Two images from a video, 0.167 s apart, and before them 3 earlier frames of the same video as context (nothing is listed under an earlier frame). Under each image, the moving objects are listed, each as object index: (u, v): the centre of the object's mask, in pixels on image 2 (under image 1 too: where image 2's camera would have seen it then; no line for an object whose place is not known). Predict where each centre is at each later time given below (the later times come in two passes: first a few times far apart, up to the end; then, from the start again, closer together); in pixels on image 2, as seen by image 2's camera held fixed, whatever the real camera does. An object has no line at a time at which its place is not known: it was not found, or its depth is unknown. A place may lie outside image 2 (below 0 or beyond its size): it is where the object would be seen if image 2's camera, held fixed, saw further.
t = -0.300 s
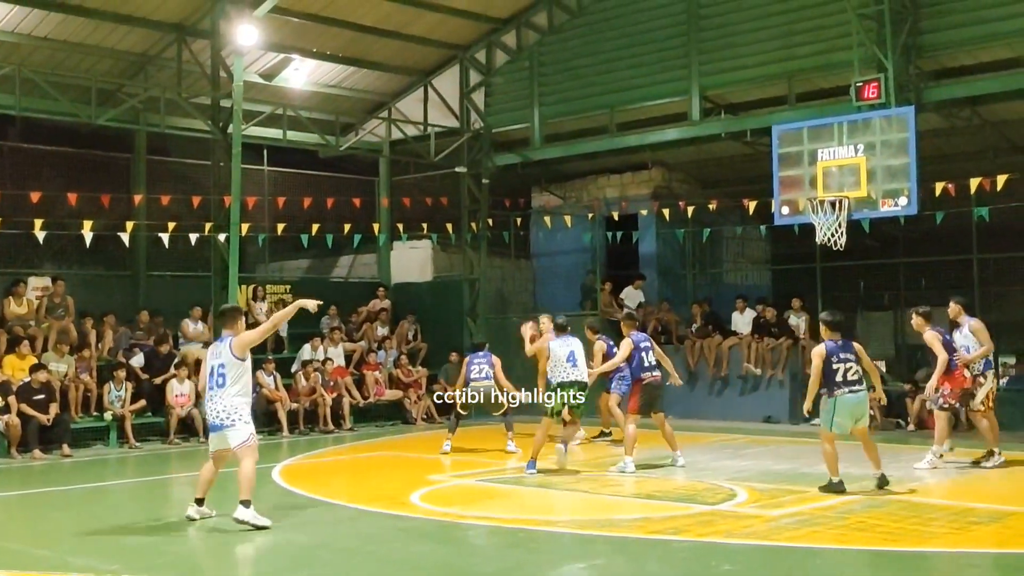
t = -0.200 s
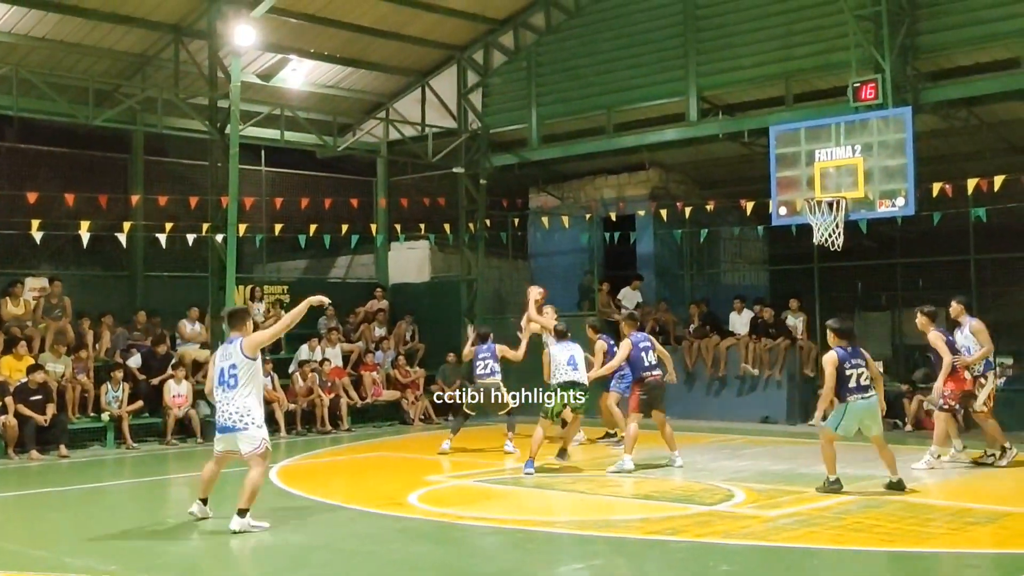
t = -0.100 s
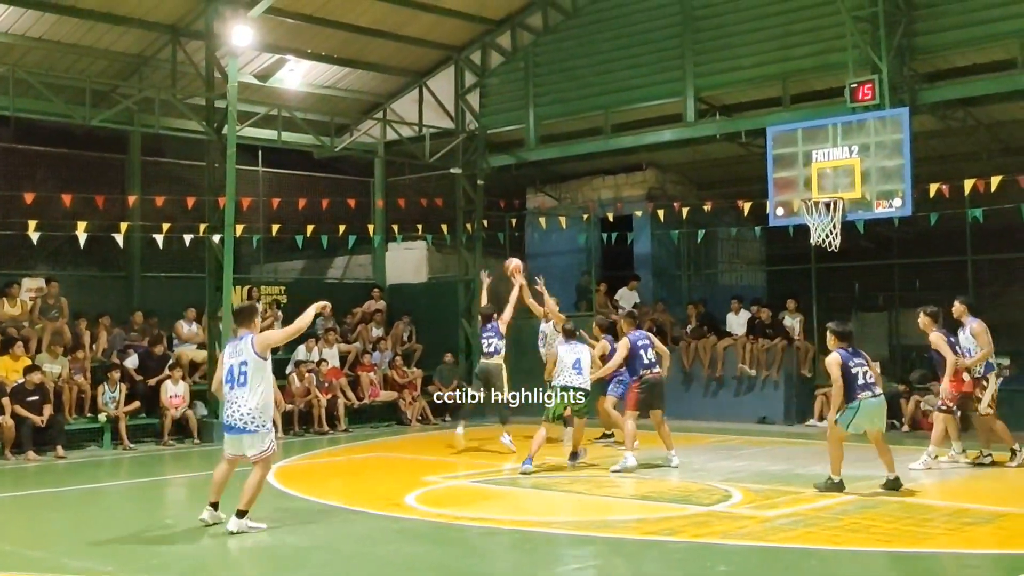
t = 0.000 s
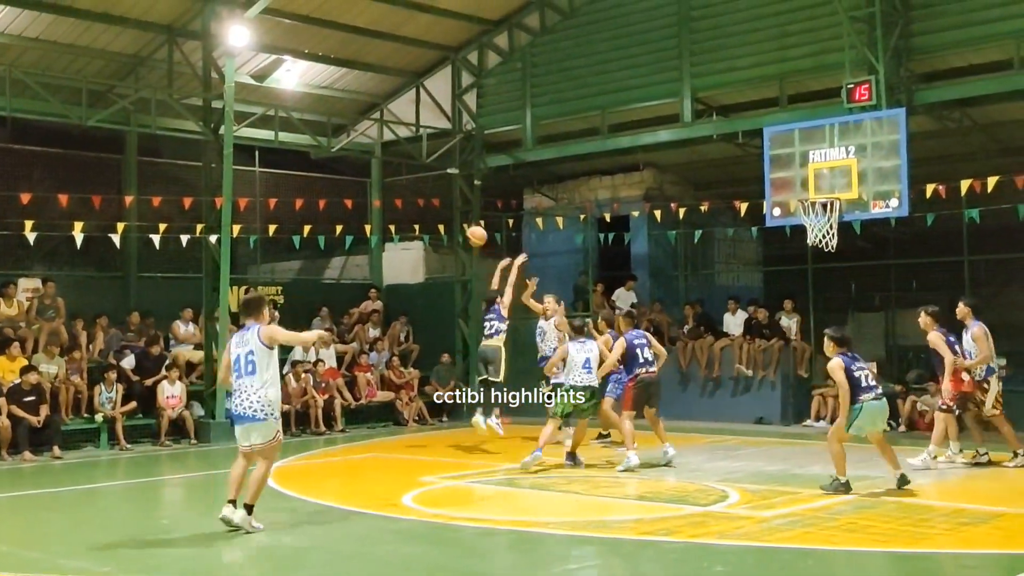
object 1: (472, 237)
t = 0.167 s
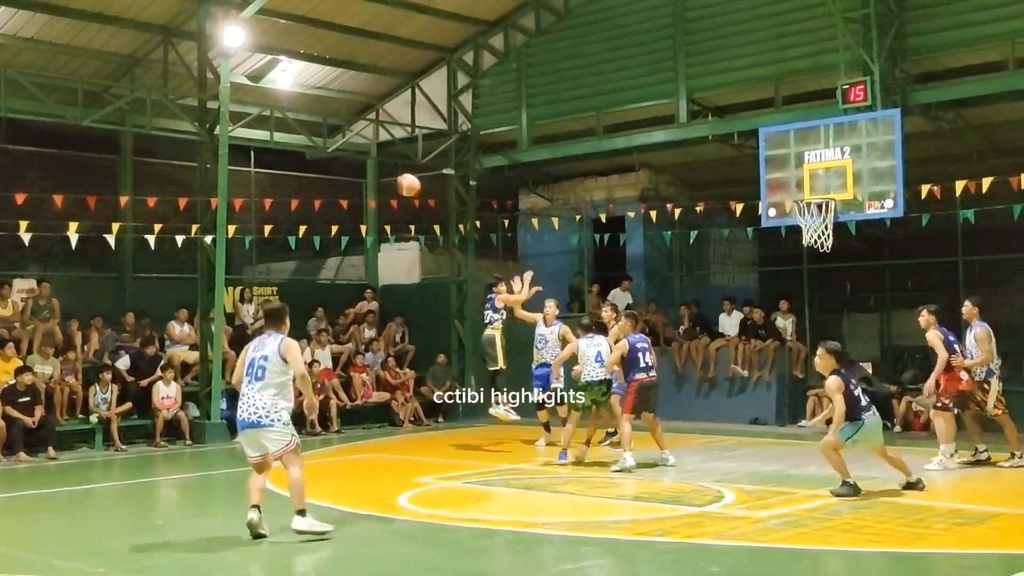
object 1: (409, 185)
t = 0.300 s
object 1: (351, 157)
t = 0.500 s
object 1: (249, 141)
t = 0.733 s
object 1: (100, 175)
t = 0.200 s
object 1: (394, 177)
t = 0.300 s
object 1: (351, 157)
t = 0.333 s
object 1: (335, 152)
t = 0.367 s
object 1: (319, 148)
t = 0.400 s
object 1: (303, 145)
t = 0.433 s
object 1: (285, 142)
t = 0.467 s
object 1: (268, 141)
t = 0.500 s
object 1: (249, 141)
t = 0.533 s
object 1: (231, 141)
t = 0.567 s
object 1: (211, 145)
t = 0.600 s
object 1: (190, 148)
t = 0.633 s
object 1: (168, 152)
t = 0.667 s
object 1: (146, 158)
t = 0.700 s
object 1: (123, 166)
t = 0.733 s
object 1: (100, 175)
